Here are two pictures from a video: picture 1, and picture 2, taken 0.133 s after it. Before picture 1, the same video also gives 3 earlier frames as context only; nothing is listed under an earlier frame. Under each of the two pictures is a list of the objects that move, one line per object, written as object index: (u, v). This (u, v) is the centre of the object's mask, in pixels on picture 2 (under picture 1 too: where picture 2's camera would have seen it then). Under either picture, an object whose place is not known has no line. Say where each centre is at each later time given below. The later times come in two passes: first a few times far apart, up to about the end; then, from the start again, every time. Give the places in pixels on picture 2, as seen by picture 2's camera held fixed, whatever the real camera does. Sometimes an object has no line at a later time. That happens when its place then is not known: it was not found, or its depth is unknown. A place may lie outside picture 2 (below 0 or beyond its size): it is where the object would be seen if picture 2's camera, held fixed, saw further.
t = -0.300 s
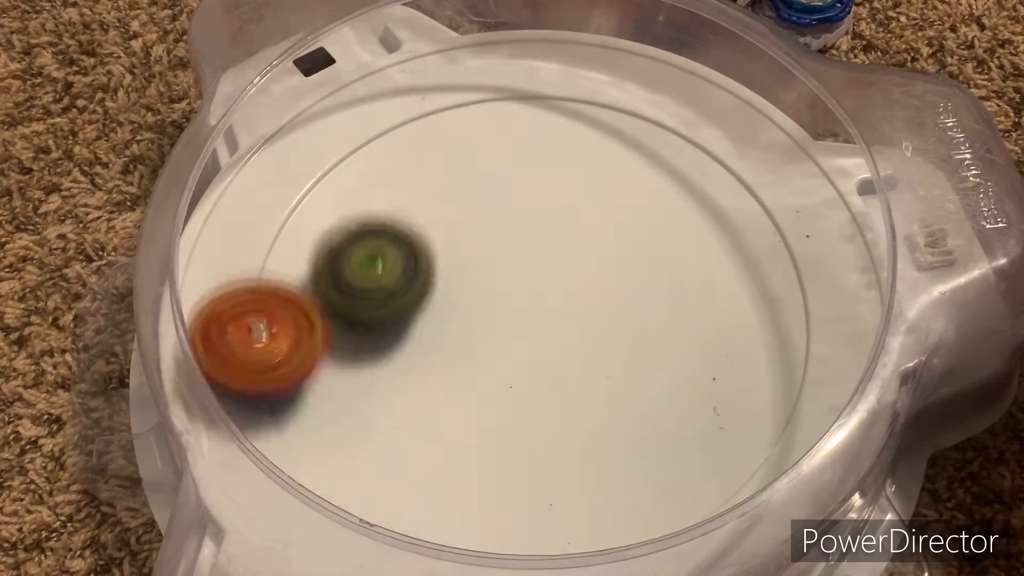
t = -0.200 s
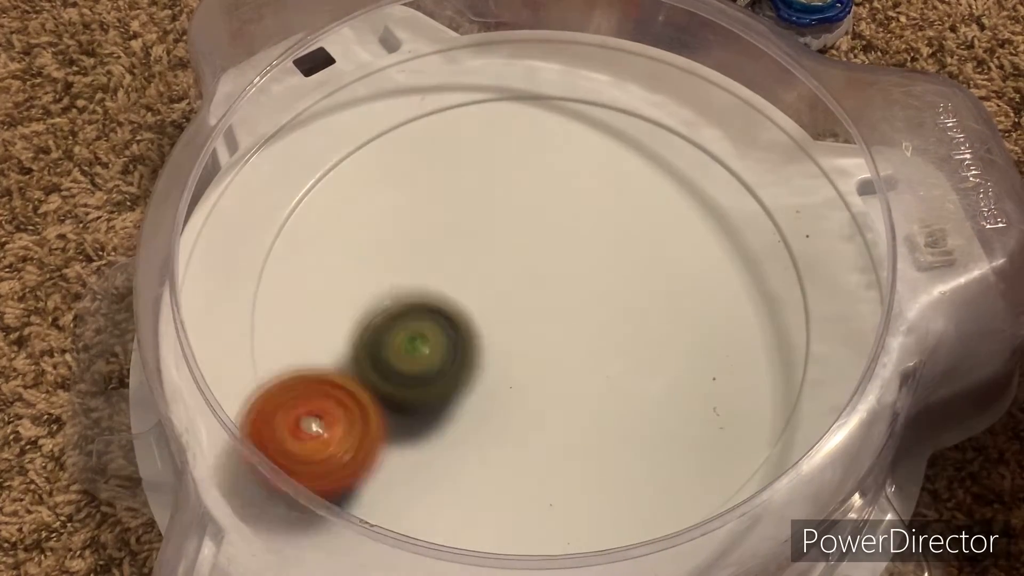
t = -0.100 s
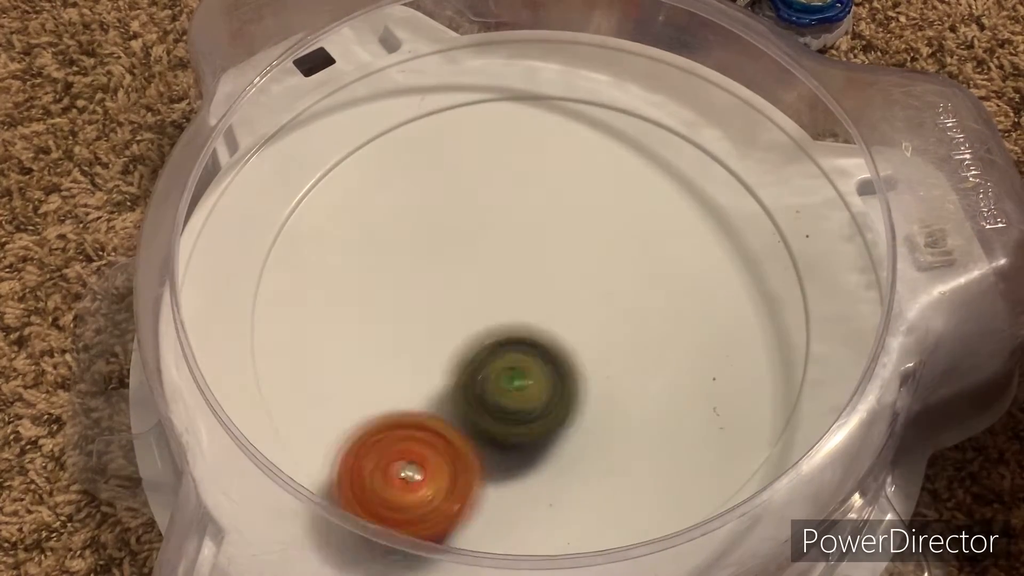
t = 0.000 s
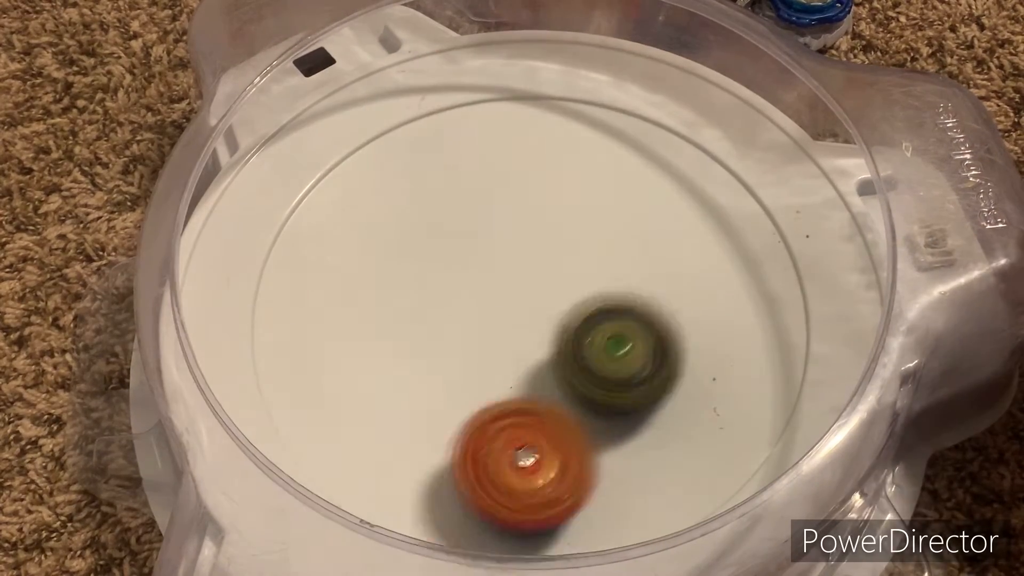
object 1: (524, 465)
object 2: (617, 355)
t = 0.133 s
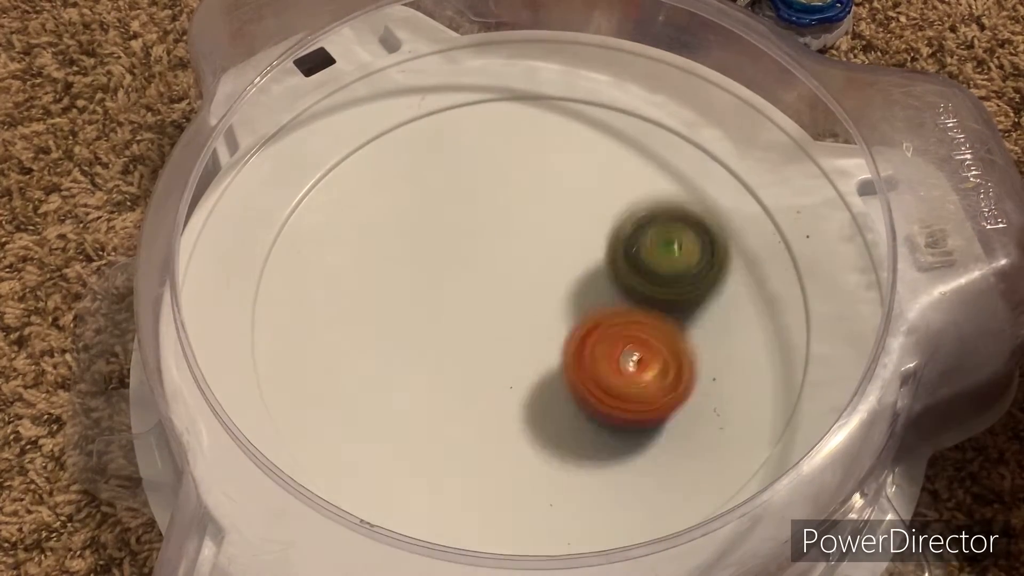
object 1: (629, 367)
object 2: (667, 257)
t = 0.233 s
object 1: (630, 292)
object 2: (645, 163)
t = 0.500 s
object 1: (515, 219)
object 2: (400, 117)
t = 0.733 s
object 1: (555, 328)
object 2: (344, 313)
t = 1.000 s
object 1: (763, 293)
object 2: (629, 398)
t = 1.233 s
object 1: (713, 134)
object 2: (627, 335)
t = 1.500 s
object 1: (533, 209)
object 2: (520, 331)
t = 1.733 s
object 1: (500, 294)
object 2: (453, 410)
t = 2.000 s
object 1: (590, 366)
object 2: (468, 453)
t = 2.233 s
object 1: (656, 335)
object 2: (497, 377)
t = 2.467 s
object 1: (602, 280)
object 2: (468, 283)
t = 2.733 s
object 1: (532, 292)
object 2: (389, 218)
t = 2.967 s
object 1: (503, 341)
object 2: (393, 228)
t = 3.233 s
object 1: (536, 361)
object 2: (508, 243)
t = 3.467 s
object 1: (555, 331)
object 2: (601, 212)
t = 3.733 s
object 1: (512, 287)
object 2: (632, 190)
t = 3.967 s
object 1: (463, 293)
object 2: (614, 242)
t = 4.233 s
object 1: (468, 312)
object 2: (629, 342)
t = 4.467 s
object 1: (475, 310)
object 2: (688, 374)
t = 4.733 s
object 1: (508, 278)
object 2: (626, 349)
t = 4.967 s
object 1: (415, 176)
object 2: (609, 410)
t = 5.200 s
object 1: (368, 200)
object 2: (555, 397)
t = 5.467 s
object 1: (462, 241)
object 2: (464, 407)
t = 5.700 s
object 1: (574, 229)
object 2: (506, 467)
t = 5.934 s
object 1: (649, 215)
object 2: (557, 387)
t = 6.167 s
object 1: (666, 225)
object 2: (523, 272)
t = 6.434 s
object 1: (629, 289)
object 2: (442, 190)
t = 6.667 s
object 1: (591, 361)
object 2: (408, 215)
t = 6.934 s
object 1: (542, 413)
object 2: (505, 282)
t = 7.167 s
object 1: (502, 411)
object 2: (621, 297)
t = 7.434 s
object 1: (458, 357)
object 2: (687, 264)
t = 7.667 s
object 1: (429, 297)
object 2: (615, 271)
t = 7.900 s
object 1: (424, 244)
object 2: (529, 322)
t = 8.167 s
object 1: (460, 217)
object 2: (468, 379)
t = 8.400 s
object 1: (520, 215)
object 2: (472, 387)
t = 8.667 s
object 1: (599, 228)
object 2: (500, 313)
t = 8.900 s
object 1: (677, 218)
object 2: (454, 275)
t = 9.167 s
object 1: (679, 247)
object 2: (442, 267)
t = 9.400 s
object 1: (623, 310)
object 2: (498, 274)
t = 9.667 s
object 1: (619, 399)
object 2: (418, 219)
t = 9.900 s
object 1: (545, 409)
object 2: (424, 245)
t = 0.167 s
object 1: (638, 337)
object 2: (663, 229)
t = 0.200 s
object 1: (635, 315)
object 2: (657, 193)
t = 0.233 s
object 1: (630, 292)
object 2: (645, 163)
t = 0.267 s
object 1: (622, 267)
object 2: (625, 136)
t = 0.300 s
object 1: (612, 245)
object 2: (597, 114)
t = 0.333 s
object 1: (596, 224)
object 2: (564, 102)
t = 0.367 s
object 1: (577, 205)
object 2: (533, 94)
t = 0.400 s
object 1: (556, 188)
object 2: (501, 91)
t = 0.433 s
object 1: (541, 191)
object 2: (467, 86)
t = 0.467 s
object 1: (528, 207)
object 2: (434, 92)
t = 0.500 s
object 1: (515, 219)
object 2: (400, 117)
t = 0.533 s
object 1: (504, 231)
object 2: (373, 142)
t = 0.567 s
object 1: (495, 243)
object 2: (357, 170)
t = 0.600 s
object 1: (489, 255)
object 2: (349, 199)
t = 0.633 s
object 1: (485, 269)
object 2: (349, 232)
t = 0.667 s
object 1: (485, 283)
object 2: (356, 264)
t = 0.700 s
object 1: (517, 306)
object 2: (347, 287)
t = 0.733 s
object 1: (555, 328)
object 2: (344, 313)
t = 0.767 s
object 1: (593, 343)
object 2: (354, 338)
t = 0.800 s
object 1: (627, 351)
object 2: (375, 367)
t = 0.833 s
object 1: (658, 353)
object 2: (410, 391)
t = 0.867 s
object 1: (686, 348)
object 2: (450, 408)
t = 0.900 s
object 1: (711, 338)
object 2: (497, 421)
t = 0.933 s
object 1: (732, 326)
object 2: (544, 421)
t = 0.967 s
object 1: (750, 310)
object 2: (586, 413)
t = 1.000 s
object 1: (763, 293)
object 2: (629, 398)
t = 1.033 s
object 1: (770, 276)
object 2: (665, 378)
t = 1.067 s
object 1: (786, 247)
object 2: (679, 359)
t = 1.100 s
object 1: (788, 207)
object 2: (666, 356)
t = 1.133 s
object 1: (774, 184)
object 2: (657, 350)
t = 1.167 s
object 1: (756, 162)
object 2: (648, 344)
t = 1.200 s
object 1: (738, 146)
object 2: (639, 339)
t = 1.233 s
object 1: (713, 134)
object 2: (627, 335)
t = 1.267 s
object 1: (685, 128)
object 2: (615, 330)
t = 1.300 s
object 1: (659, 127)
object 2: (599, 330)
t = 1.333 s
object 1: (634, 133)
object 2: (584, 327)
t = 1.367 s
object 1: (610, 142)
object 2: (569, 326)
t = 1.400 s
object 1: (588, 155)
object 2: (555, 327)
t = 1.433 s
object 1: (567, 171)
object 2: (543, 327)
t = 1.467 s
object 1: (549, 189)
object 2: (530, 330)
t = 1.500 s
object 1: (533, 209)
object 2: (520, 331)
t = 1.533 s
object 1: (522, 225)
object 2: (508, 341)
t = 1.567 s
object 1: (516, 226)
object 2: (492, 361)
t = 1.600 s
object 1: (510, 234)
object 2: (477, 373)
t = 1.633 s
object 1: (506, 247)
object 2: (466, 384)
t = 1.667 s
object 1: (501, 262)
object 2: (458, 394)
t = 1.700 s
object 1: (499, 278)
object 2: (454, 401)
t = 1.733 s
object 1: (500, 294)
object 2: (453, 410)
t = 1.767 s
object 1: (503, 307)
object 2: (451, 415)
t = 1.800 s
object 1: (512, 319)
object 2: (446, 427)
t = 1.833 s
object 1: (525, 330)
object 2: (443, 436)
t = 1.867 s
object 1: (536, 341)
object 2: (444, 449)
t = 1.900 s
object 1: (549, 350)
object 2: (447, 453)
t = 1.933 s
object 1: (562, 358)
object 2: (452, 457)
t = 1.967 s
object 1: (576, 363)
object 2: (460, 456)
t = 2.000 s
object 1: (590, 366)
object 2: (468, 453)
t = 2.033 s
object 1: (603, 366)
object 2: (474, 451)
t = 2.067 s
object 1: (615, 365)
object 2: (481, 446)
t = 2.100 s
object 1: (627, 362)
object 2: (487, 434)
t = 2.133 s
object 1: (637, 357)
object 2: (491, 421)
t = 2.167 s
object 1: (646, 351)
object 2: (495, 407)
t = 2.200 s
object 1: (652, 344)
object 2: (497, 392)
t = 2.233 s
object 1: (656, 335)
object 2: (497, 377)
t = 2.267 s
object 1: (657, 324)
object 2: (495, 361)
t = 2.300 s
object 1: (654, 315)
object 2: (492, 346)
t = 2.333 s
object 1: (648, 306)
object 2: (488, 331)
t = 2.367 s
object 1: (640, 297)
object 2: (483, 317)
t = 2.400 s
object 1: (629, 290)
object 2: (478, 305)
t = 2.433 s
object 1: (616, 285)
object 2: (473, 293)
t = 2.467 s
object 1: (602, 280)
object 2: (468, 283)
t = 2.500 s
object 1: (597, 278)
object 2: (454, 270)
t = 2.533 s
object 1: (591, 277)
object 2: (441, 258)
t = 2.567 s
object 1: (581, 277)
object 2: (430, 247)
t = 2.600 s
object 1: (571, 278)
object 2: (419, 237)
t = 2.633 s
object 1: (561, 280)
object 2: (411, 230)
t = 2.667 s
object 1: (551, 284)
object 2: (402, 225)
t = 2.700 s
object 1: (541, 287)
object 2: (394, 220)
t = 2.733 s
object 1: (532, 292)
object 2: (389, 218)
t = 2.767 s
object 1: (524, 298)
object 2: (383, 216)
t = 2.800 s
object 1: (517, 304)
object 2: (380, 214)
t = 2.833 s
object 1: (511, 312)
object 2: (379, 216)
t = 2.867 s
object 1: (508, 320)
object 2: (378, 218)
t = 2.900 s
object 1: (505, 328)
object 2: (382, 220)
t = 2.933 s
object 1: (503, 335)
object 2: (386, 224)
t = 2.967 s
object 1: (503, 341)
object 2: (393, 228)
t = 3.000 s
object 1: (505, 347)
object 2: (403, 231)
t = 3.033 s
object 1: (508, 352)
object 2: (415, 235)
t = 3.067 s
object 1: (511, 356)
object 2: (428, 239)
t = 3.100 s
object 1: (516, 359)
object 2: (444, 241)
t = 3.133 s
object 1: (521, 362)
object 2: (460, 244)
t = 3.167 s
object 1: (526, 364)
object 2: (476, 244)
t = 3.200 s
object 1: (531, 363)
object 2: (492, 244)
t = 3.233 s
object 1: (536, 361)
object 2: (508, 243)
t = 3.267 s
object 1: (541, 358)
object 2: (523, 241)
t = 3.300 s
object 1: (545, 354)
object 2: (537, 239)
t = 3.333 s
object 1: (549, 351)
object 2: (553, 236)
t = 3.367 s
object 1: (552, 347)
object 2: (567, 229)
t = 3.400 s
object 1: (554, 342)
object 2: (579, 224)
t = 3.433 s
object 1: (555, 337)
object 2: (592, 218)
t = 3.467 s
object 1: (555, 331)
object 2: (601, 212)
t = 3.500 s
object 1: (554, 325)
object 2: (610, 207)
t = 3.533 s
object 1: (551, 318)
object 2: (617, 201)
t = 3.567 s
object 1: (547, 312)
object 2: (622, 197)
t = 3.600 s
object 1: (542, 306)
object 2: (627, 194)
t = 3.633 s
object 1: (536, 300)
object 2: (630, 191)
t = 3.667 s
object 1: (529, 295)
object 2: (632, 190)
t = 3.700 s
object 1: (521, 290)
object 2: (633, 188)
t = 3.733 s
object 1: (512, 287)
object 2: (632, 190)
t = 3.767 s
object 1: (503, 285)
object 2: (631, 194)
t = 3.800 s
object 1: (495, 284)
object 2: (628, 197)
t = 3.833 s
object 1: (487, 283)
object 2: (626, 203)
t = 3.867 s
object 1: (479, 284)
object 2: (623, 210)
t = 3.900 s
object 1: (472, 286)
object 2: (618, 220)
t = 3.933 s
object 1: (467, 289)
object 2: (616, 230)
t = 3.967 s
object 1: (463, 293)
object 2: (614, 242)
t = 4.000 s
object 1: (461, 297)
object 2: (611, 255)
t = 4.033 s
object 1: (461, 301)
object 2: (610, 266)
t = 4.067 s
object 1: (462, 305)
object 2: (609, 280)
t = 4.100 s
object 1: (464, 308)
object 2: (608, 293)
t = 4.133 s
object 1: (467, 311)
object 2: (607, 305)
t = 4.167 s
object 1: (472, 314)
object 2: (609, 317)
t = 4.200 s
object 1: (472, 314)
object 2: (616, 331)
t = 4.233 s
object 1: (468, 312)
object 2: (629, 342)
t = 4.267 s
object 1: (466, 312)
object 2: (641, 352)
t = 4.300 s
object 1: (466, 312)
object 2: (652, 360)
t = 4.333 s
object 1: (466, 312)
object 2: (662, 366)
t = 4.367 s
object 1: (467, 312)
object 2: (670, 371)
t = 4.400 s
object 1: (469, 312)
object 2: (677, 373)
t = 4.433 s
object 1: (472, 311)
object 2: (684, 374)
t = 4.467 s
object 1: (475, 310)
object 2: (688, 374)
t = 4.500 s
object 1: (479, 308)
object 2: (689, 373)
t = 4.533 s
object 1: (483, 307)
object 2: (687, 371)
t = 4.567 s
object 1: (489, 303)
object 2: (684, 367)
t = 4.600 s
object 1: (494, 299)
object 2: (677, 364)
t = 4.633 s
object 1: (499, 295)
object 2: (668, 359)
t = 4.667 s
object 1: (502, 290)
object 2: (655, 356)
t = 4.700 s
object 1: (506, 284)
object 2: (641, 352)
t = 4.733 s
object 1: (508, 278)
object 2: (626, 349)
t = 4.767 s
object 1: (504, 263)
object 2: (617, 356)
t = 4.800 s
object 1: (483, 234)
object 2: (619, 374)
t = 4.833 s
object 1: (467, 211)
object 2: (617, 385)
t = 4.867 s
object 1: (453, 196)
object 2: (616, 393)
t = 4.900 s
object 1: (439, 186)
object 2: (615, 400)
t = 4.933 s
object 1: (427, 181)
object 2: (613, 406)
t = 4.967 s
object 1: (415, 176)
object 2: (609, 410)
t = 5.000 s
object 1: (403, 174)
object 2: (605, 413)
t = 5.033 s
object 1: (393, 173)
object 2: (600, 412)
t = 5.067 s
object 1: (384, 175)
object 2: (594, 411)
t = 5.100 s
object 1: (376, 178)
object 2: (586, 408)
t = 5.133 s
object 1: (371, 183)
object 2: (577, 405)
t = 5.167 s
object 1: (368, 191)
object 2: (567, 402)
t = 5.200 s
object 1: (368, 200)
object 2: (555, 397)
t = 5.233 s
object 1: (370, 210)
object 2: (543, 393)
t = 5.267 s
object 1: (376, 221)
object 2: (530, 388)
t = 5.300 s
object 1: (386, 232)
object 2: (518, 383)
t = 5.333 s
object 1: (397, 243)
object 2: (505, 378)
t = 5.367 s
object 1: (412, 253)
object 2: (493, 373)
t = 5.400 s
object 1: (428, 261)
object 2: (482, 369)
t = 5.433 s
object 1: (443, 251)
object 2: (472, 386)
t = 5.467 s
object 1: (462, 241)
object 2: (464, 407)
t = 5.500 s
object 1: (481, 235)
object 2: (461, 421)
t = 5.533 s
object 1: (498, 233)
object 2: (463, 434)
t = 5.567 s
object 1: (514, 233)
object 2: (467, 445)
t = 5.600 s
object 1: (529, 233)
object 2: (474, 454)
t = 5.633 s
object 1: (544, 232)
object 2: (485, 464)
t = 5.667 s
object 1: (559, 231)
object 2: (494, 466)
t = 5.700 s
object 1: (574, 229)
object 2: (506, 467)
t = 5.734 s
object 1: (587, 226)
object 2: (518, 464)
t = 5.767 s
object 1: (599, 224)
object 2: (530, 456)
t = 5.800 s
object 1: (612, 222)
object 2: (540, 446)
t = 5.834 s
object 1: (623, 220)
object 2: (547, 434)
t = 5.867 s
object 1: (632, 218)
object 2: (553, 419)
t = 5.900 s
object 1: (641, 216)
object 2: (556, 404)
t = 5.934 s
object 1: (649, 215)
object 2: (557, 387)
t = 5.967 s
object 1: (654, 214)
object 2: (556, 371)
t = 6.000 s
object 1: (660, 214)
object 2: (553, 354)
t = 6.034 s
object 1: (664, 214)
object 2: (549, 339)
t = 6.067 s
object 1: (666, 215)
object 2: (544, 321)
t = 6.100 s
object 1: (667, 217)
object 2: (537, 304)
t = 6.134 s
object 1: (668, 221)
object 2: (530, 288)
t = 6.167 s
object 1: (666, 225)
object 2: (523, 272)
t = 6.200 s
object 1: (665, 230)
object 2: (515, 258)
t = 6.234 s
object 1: (662, 236)
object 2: (505, 244)
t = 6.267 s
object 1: (657, 242)
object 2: (494, 231)
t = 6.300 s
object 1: (652, 250)
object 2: (484, 220)
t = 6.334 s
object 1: (647, 259)
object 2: (473, 211)
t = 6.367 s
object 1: (640, 269)
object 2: (463, 203)
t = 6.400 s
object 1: (635, 279)
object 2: (452, 196)
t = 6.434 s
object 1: (629, 289)
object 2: (442, 190)
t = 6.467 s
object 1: (623, 300)
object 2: (433, 188)
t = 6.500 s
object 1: (617, 310)
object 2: (424, 187)
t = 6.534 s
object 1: (612, 320)
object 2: (415, 188)
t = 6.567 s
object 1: (606, 332)
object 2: (409, 192)
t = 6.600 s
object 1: (601, 342)
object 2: (406, 198)
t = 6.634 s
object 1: (596, 351)
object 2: (405, 206)
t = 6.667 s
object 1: (591, 361)
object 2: (408, 215)
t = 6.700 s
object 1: (586, 369)
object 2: (414, 224)
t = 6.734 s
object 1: (580, 377)
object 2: (423, 235)
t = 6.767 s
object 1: (574, 385)
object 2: (433, 245)
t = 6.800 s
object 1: (567, 392)
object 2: (445, 254)
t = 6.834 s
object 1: (561, 397)
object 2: (459, 262)
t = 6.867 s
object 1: (555, 403)
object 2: (474, 270)
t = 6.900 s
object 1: (548, 408)
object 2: (489, 276)
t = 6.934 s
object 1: (542, 413)
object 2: (505, 282)
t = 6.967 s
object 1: (536, 415)
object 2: (523, 287)
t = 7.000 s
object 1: (530, 417)
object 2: (540, 291)
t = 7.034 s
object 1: (524, 419)
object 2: (557, 294)
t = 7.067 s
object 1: (518, 418)
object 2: (574, 296)
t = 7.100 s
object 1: (513, 417)
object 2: (590, 297)
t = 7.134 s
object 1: (507, 415)
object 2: (606, 297)
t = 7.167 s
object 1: (502, 411)
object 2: (621, 297)
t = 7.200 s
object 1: (496, 407)
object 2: (635, 295)
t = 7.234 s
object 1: (491, 402)
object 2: (648, 292)
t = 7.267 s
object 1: (485, 396)
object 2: (659, 289)
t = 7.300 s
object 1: (479, 390)
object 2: (669, 285)
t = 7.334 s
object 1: (473, 383)
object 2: (677, 281)
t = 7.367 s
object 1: (468, 375)
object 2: (683, 275)
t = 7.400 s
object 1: (462, 366)
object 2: (687, 270)
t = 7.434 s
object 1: (458, 357)
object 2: (687, 264)
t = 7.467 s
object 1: (453, 349)
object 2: (683, 261)
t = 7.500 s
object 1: (447, 340)
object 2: (676, 258)
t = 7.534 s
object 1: (443, 331)
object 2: (666, 258)
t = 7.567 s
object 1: (439, 322)
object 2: (654, 259)
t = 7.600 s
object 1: (435, 314)
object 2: (641, 262)
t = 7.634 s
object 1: (432, 305)
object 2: (628, 266)
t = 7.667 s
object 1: (429, 297)
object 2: (615, 271)
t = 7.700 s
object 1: (427, 288)
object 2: (602, 277)
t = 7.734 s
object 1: (425, 280)
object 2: (589, 283)
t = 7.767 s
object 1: (425, 272)
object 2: (577, 291)
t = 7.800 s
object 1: (424, 264)
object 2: (565, 298)
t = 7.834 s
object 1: (424, 257)
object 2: (552, 306)
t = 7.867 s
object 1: (423, 250)
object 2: (540, 314)
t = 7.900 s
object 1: (424, 244)
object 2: (529, 322)
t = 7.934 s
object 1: (426, 238)
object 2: (519, 331)
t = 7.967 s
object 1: (429, 234)
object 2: (510, 339)
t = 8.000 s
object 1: (432, 229)
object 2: (501, 347)
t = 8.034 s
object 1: (436, 226)
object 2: (492, 354)
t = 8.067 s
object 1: (441, 223)
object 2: (484, 361)
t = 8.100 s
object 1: (446, 220)
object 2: (478, 367)
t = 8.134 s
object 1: (452, 218)
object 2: (472, 373)
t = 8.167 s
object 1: (460, 217)
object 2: (468, 379)
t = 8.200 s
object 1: (467, 215)
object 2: (464, 384)
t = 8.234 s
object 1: (476, 214)
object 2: (461, 388)
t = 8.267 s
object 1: (483, 212)
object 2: (461, 392)
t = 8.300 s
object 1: (491, 213)
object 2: (462, 393)
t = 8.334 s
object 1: (501, 212)
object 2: (465, 392)
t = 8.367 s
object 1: (510, 213)
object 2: (468, 390)
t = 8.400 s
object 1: (520, 215)
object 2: (472, 387)
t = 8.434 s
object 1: (530, 216)
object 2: (477, 381)
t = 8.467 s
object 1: (540, 219)
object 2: (482, 374)
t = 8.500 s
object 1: (551, 220)
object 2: (486, 367)
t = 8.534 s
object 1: (561, 222)
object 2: (489, 358)
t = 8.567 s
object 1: (570, 223)
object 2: (494, 347)
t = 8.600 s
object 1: (580, 225)
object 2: (496, 336)
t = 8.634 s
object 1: (589, 226)
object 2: (498, 327)
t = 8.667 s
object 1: (599, 228)
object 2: (500, 313)
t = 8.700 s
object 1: (607, 231)
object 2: (500, 303)
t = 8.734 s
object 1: (628, 226)
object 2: (490, 297)
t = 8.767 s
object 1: (644, 224)
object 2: (481, 291)
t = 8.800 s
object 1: (654, 221)
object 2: (474, 286)
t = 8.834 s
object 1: (664, 219)
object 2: (466, 282)
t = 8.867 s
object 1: (671, 218)
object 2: (460, 278)
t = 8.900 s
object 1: (677, 218)
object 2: (454, 275)
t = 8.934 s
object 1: (683, 219)
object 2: (448, 273)
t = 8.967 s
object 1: (686, 220)
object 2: (443, 270)
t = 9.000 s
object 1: (689, 222)
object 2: (439, 268)
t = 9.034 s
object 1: (690, 225)
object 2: (437, 267)
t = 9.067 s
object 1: (689, 230)
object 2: (437, 266)
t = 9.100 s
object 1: (687, 234)
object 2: (437, 266)
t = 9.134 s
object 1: (684, 240)
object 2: (439, 266)
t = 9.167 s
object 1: (679, 247)
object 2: (442, 267)
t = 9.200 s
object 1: (672, 254)
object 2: (447, 268)
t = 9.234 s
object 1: (665, 262)
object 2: (453, 270)
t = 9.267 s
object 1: (657, 271)
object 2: (461, 272)
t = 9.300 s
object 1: (648, 280)
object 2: (470, 274)
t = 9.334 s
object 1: (640, 290)
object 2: (480, 275)
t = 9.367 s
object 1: (631, 300)
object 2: (490, 276)
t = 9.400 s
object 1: (623, 310)
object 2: (498, 274)
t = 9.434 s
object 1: (637, 329)
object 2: (482, 259)
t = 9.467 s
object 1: (645, 347)
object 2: (472, 246)
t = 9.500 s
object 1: (645, 359)
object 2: (461, 239)
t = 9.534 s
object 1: (642, 370)
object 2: (451, 233)
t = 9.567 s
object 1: (638, 378)
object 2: (443, 228)
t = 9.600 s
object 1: (633, 386)
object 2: (434, 224)
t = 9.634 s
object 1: (627, 393)
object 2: (426, 220)
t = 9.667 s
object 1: (619, 399)
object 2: (418, 219)
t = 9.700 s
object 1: (611, 403)
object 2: (412, 219)
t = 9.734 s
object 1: (601, 407)
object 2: (408, 220)
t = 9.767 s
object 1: (591, 409)
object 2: (406, 223)
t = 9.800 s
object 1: (579, 411)
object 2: (407, 227)
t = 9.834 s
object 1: (568, 411)
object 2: (410, 233)
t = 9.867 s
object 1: (556, 410)
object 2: (416, 239)
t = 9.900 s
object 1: (545, 409)
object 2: (424, 245)
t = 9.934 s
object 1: (532, 408)
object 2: (433, 250)
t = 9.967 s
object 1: (520, 405)
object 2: (443, 257)
